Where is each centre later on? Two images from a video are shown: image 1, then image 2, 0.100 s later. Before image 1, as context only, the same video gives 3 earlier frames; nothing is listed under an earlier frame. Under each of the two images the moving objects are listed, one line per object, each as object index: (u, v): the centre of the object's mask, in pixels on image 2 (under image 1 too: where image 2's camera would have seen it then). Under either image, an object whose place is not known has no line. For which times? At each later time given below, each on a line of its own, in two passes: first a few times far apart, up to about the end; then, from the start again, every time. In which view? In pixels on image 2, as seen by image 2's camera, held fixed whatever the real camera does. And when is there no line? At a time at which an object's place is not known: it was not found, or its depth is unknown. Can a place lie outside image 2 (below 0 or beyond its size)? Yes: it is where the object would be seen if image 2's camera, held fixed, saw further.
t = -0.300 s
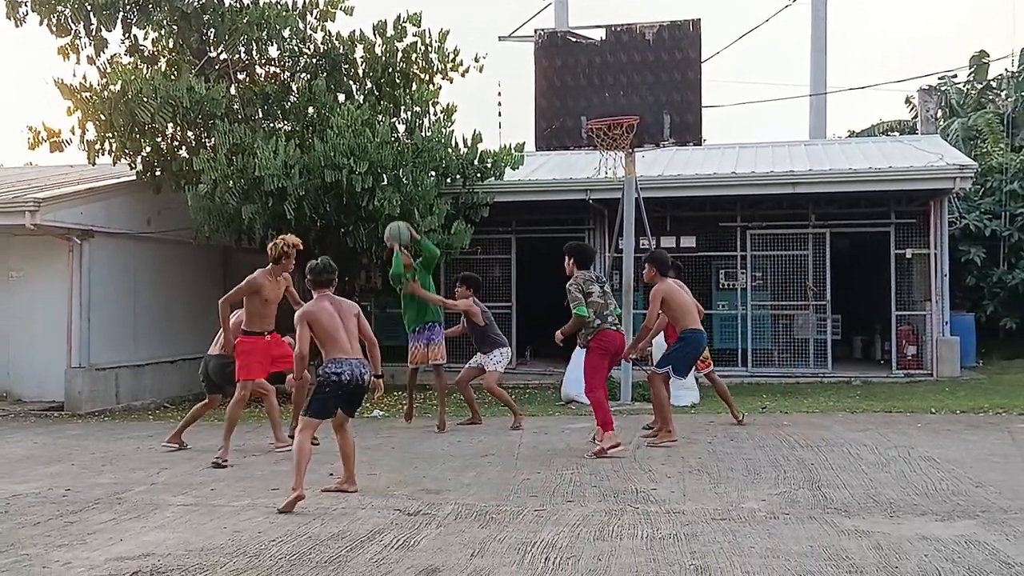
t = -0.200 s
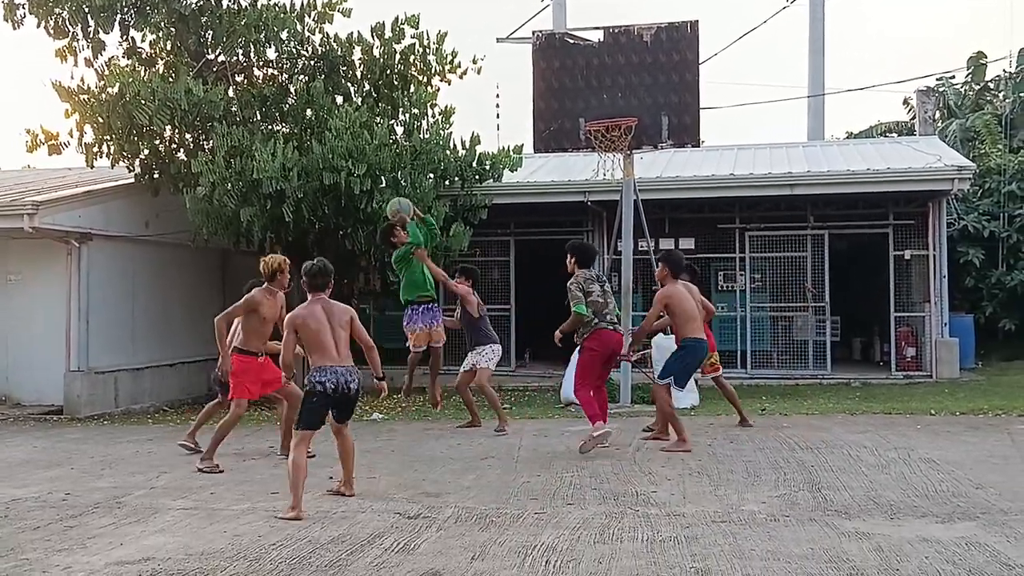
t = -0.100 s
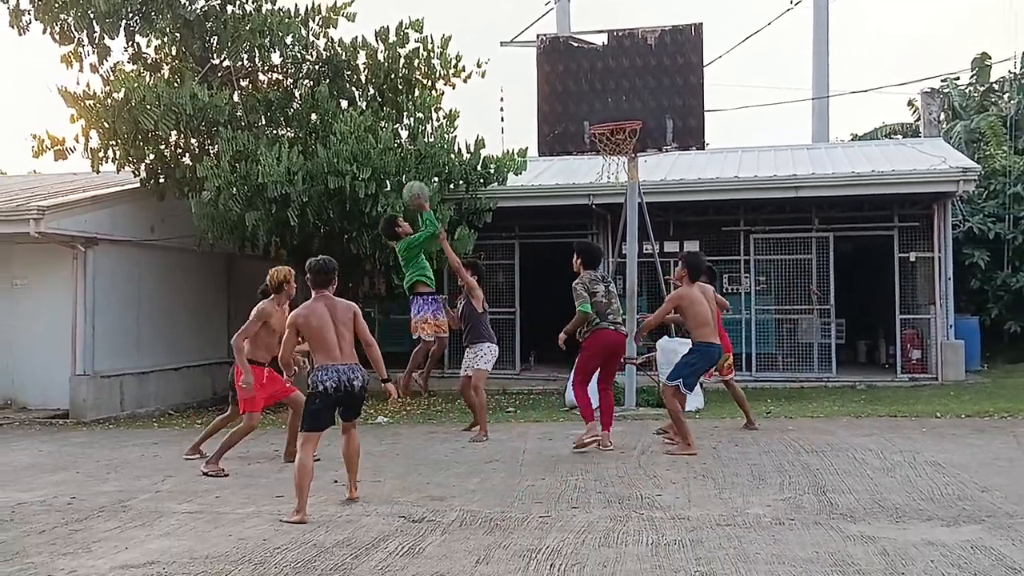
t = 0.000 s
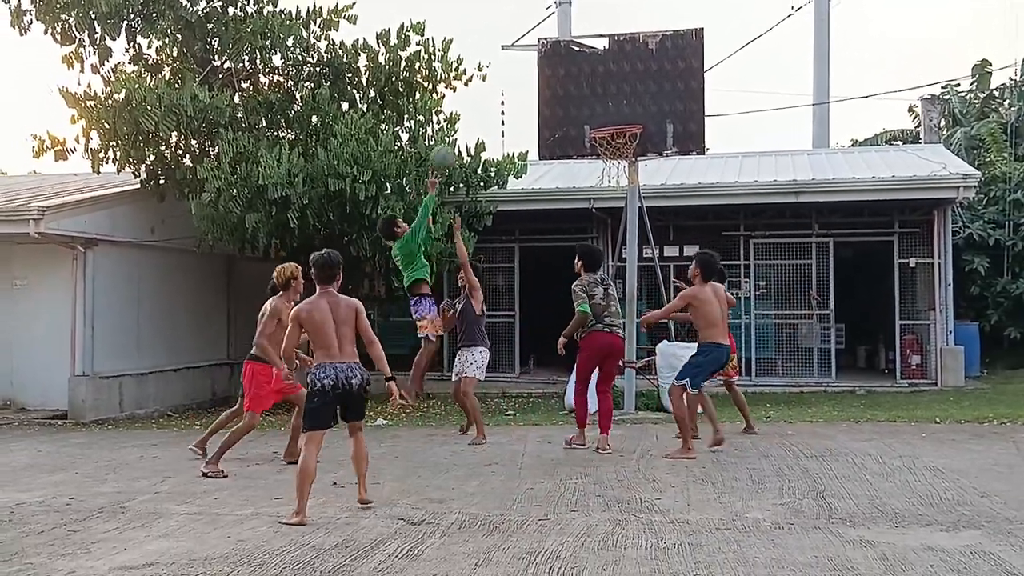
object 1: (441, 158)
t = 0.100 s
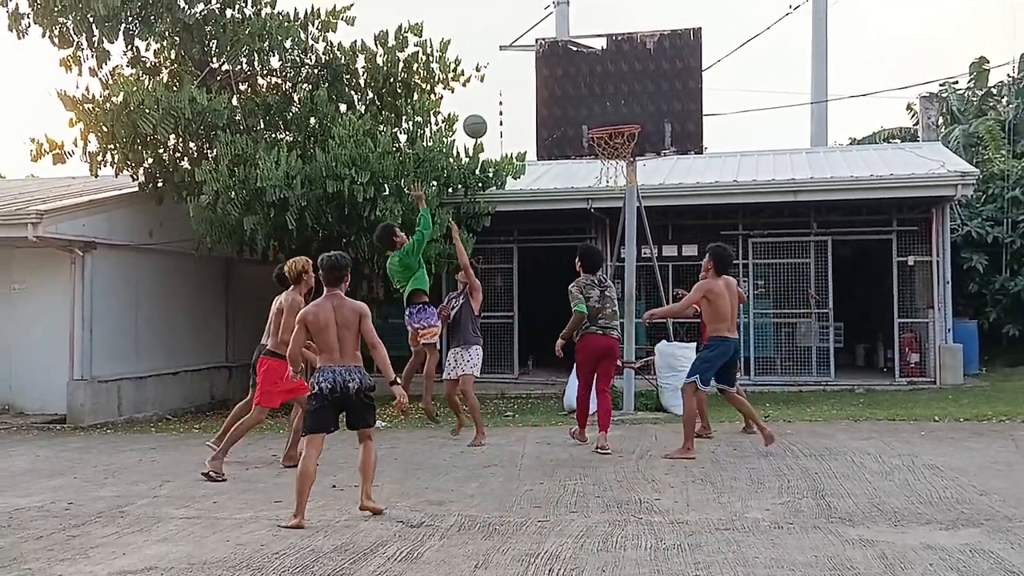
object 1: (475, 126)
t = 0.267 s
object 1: (529, 97)
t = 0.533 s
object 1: (593, 105)
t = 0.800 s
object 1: (619, 153)
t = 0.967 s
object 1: (616, 186)
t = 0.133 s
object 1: (485, 118)
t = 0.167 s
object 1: (496, 111)
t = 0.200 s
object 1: (507, 105)
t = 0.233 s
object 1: (518, 100)
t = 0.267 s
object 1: (529, 97)
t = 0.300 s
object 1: (540, 93)
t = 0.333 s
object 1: (550, 92)
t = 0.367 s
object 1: (560, 92)
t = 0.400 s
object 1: (569, 93)
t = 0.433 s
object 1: (576, 96)
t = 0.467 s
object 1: (582, 97)
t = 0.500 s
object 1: (587, 101)
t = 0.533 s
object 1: (593, 105)
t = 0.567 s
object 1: (598, 111)
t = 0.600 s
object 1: (603, 117)
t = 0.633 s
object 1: (608, 125)
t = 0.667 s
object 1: (614, 135)
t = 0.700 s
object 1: (618, 143)
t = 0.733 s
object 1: (619, 147)
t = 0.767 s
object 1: (619, 149)
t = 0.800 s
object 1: (619, 153)
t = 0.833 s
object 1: (618, 157)
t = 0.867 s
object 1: (618, 163)
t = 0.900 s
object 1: (617, 171)
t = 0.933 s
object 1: (615, 179)
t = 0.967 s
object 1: (616, 186)
